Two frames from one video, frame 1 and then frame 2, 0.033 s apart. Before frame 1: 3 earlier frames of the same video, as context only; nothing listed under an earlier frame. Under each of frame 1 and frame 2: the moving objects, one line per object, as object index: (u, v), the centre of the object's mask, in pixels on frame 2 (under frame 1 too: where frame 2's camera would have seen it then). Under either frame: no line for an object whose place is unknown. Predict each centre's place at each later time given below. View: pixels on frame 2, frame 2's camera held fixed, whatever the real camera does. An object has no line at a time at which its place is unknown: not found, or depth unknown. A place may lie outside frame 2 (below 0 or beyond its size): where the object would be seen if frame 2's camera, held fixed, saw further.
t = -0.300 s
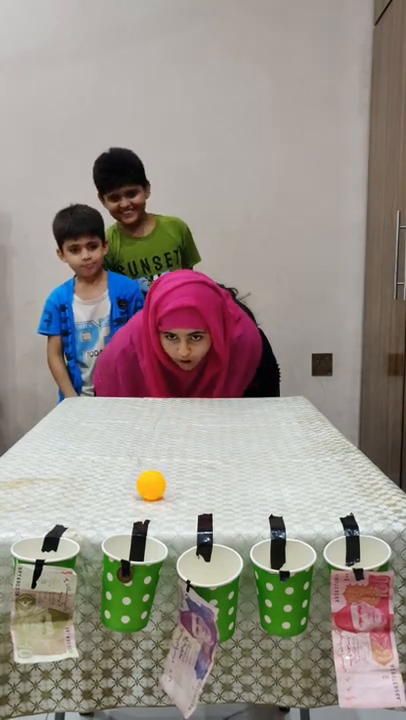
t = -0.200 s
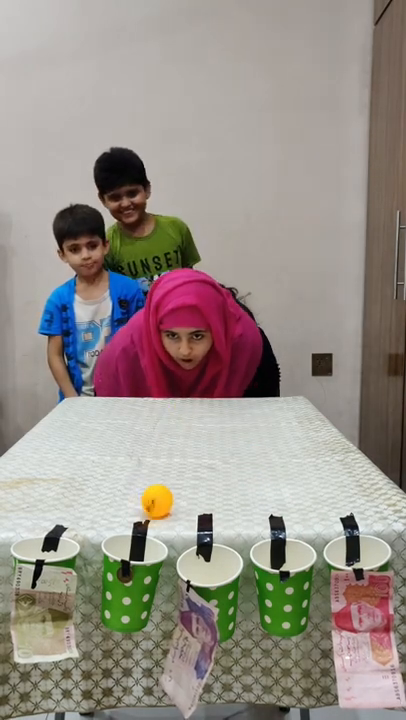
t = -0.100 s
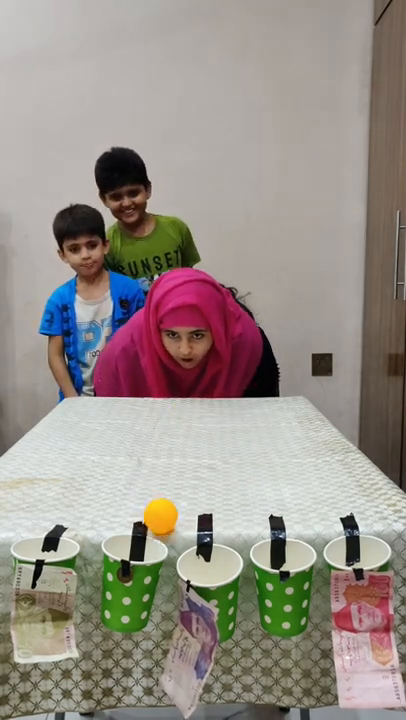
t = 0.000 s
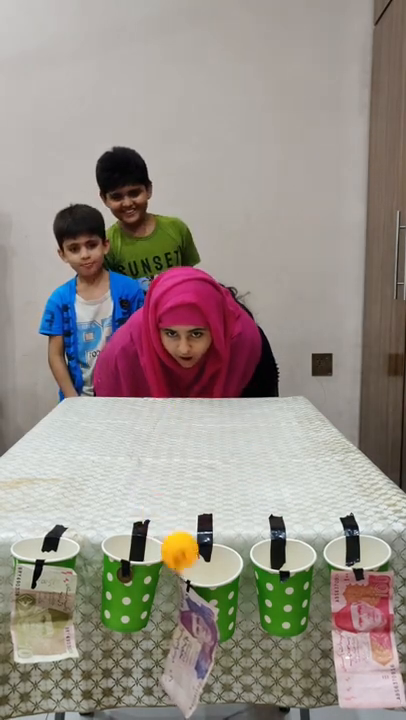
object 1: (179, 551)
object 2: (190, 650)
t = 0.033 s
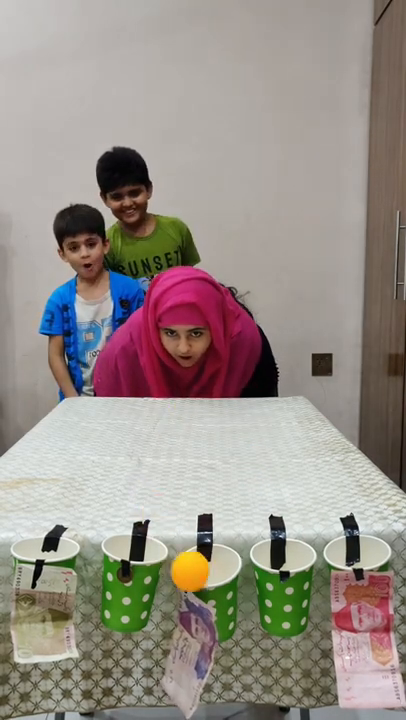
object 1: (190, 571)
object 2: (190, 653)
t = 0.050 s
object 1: (196, 585)
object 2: (190, 656)
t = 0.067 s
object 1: (202, 602)
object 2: (185, 657)
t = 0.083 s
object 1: (208, 624)
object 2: (178, 652)
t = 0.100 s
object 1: (214, 660)
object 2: (181, 644)
